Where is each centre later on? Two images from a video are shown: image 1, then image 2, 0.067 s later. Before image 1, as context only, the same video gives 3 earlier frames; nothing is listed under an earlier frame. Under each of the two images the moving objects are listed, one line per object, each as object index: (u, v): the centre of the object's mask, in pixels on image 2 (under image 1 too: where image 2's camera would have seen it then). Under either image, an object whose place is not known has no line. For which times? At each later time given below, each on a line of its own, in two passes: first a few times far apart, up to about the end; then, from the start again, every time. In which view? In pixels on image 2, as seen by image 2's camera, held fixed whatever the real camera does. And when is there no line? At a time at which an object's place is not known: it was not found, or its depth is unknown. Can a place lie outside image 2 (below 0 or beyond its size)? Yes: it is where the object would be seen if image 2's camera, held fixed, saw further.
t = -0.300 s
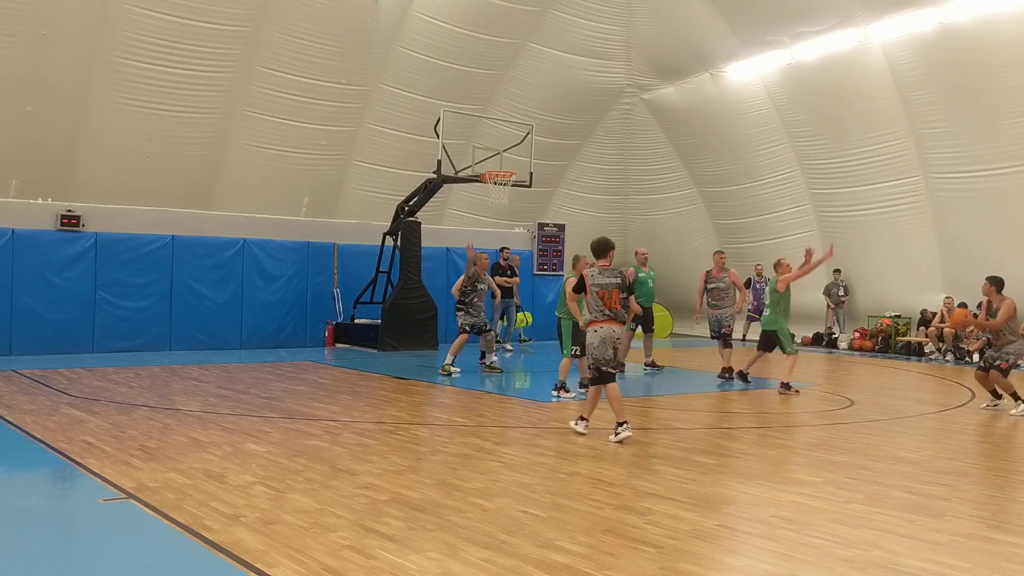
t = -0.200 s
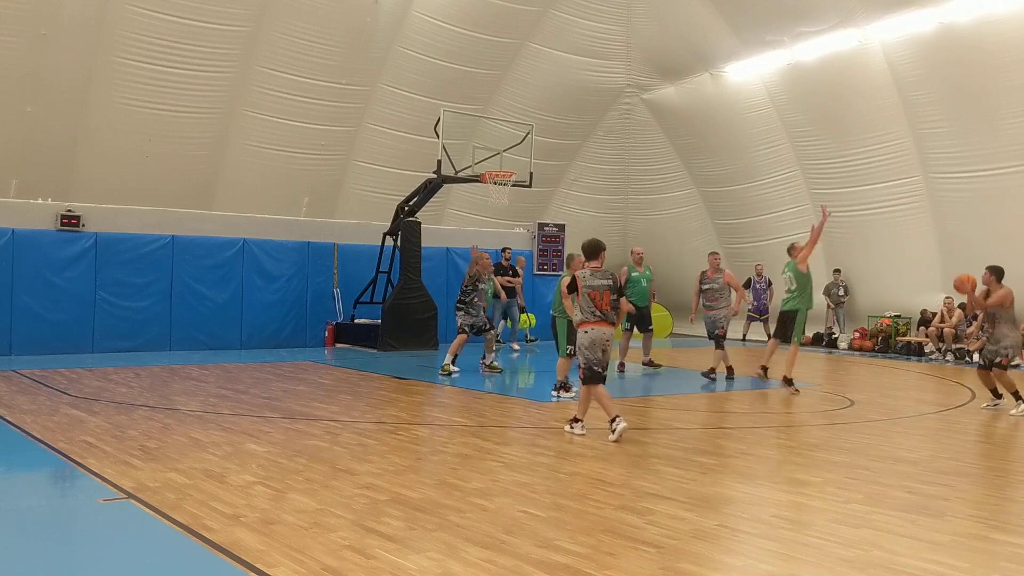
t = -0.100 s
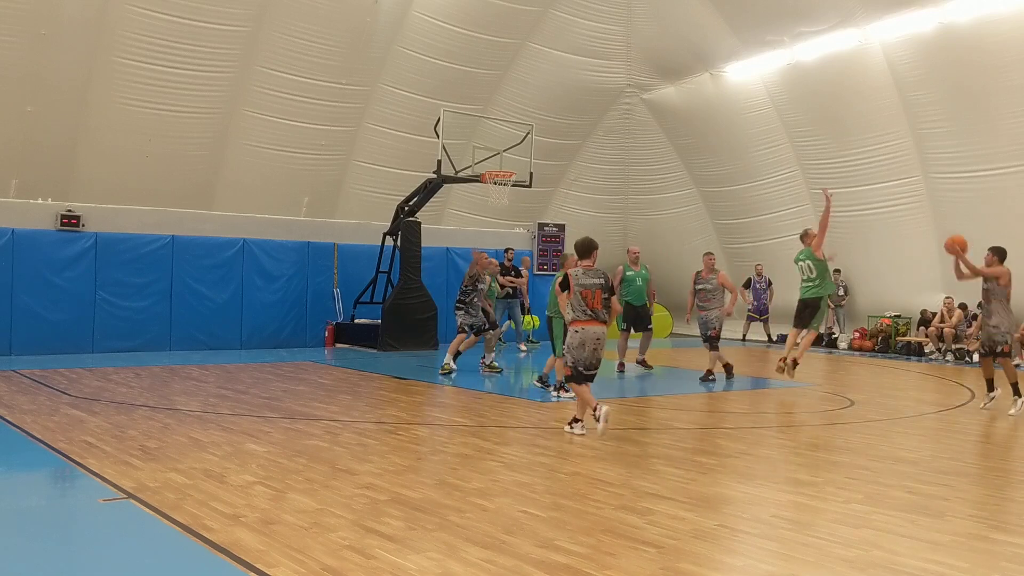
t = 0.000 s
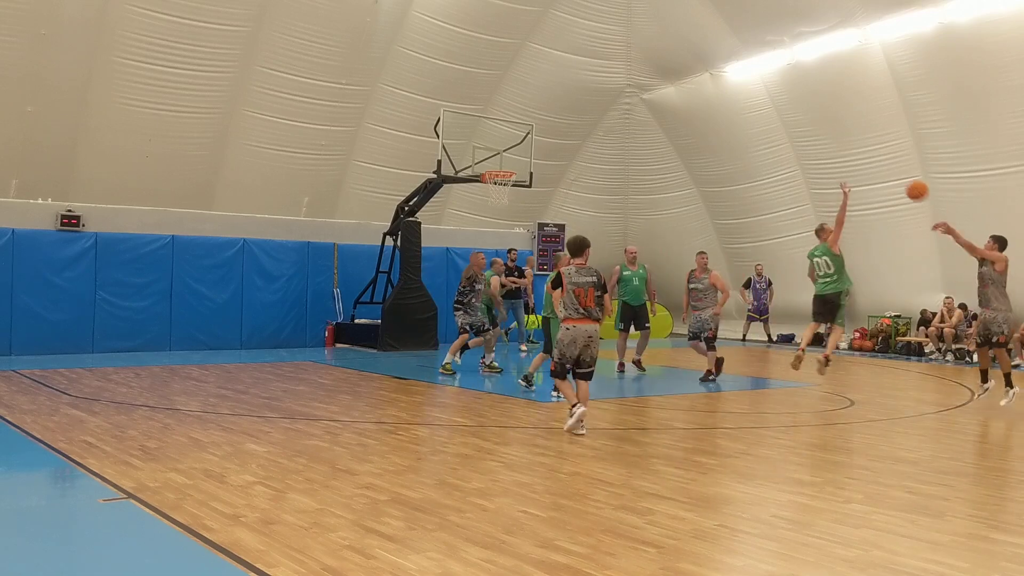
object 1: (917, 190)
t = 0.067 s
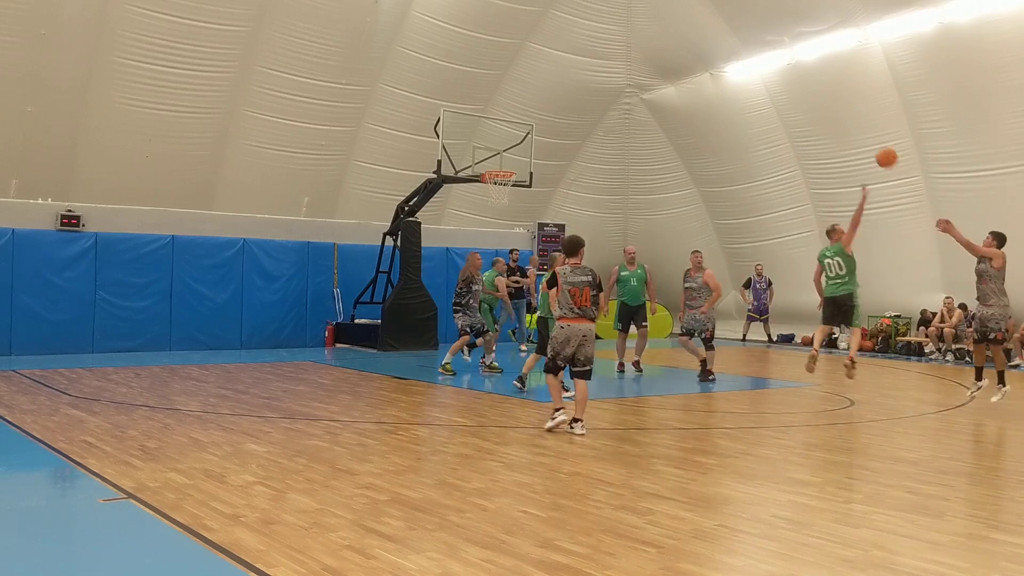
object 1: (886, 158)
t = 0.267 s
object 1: (802, 87)
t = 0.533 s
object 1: (703, 46)
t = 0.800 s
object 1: (617, 57)
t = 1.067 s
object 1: (541, 113)
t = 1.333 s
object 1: (503, 139)
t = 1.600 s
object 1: (526, 78)
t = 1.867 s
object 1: (549, 60)
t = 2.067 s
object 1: (568, 79)
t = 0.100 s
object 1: (871, 143)
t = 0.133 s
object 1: (857, 130)
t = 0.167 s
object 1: (843, 117)
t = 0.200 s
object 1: (829, 106)
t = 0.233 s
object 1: (815, 96)
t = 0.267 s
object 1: (802, 87)
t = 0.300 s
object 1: (789, 78)
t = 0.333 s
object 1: (776, 71)
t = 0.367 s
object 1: (763, 65)
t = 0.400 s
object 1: (751, 59)
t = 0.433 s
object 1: (738, 54)
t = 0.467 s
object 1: (726, 51)
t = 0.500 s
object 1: (715, 48)
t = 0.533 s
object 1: (703, 46)
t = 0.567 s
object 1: (692, 45)
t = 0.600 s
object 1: (681, 44)
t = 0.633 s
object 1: (669, 45)
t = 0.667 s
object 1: (659, 46)
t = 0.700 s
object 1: (648, 48)
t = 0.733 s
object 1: (638, 51)
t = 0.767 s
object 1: (627, 53)
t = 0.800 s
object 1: (617, 57)
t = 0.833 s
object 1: (607, 62)
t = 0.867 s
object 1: (597, 68)
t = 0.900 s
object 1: (587, 74)
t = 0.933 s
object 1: (577, 81)
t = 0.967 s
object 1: (568, 88)
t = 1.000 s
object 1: (558, 96)
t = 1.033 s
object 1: (549, 104)
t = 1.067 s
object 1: (541, 113)
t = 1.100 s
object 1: (532, 123)
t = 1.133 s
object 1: (523, 133)
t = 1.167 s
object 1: (514, 143)
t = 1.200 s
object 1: (505, 155)
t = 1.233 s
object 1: (497, 165)
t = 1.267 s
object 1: (498, 160)
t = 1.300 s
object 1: (501, 149)
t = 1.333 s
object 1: (503, 139)
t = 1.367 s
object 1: (506, 129)
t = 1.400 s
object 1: (509, 120)
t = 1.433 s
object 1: (511, 111)
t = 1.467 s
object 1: (514, 104)
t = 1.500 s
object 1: (518, 96)
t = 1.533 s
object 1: (520, 90)
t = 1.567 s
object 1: (523, 84)
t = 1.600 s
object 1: (526, 78)
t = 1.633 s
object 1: (529, 73)
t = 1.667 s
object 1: (531, 69)
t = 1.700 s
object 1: (534, 66)
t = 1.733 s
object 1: (537, 64)
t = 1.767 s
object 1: (540, 61)
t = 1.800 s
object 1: (543, 60)
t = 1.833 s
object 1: (546, 59)
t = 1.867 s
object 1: (549, 60)
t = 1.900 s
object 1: (552, 61)
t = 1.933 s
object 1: (556, 63)
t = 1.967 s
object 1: (559, 65)
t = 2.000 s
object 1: (562, 69)
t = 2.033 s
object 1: (565, 74)
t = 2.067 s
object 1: (568, 79)
